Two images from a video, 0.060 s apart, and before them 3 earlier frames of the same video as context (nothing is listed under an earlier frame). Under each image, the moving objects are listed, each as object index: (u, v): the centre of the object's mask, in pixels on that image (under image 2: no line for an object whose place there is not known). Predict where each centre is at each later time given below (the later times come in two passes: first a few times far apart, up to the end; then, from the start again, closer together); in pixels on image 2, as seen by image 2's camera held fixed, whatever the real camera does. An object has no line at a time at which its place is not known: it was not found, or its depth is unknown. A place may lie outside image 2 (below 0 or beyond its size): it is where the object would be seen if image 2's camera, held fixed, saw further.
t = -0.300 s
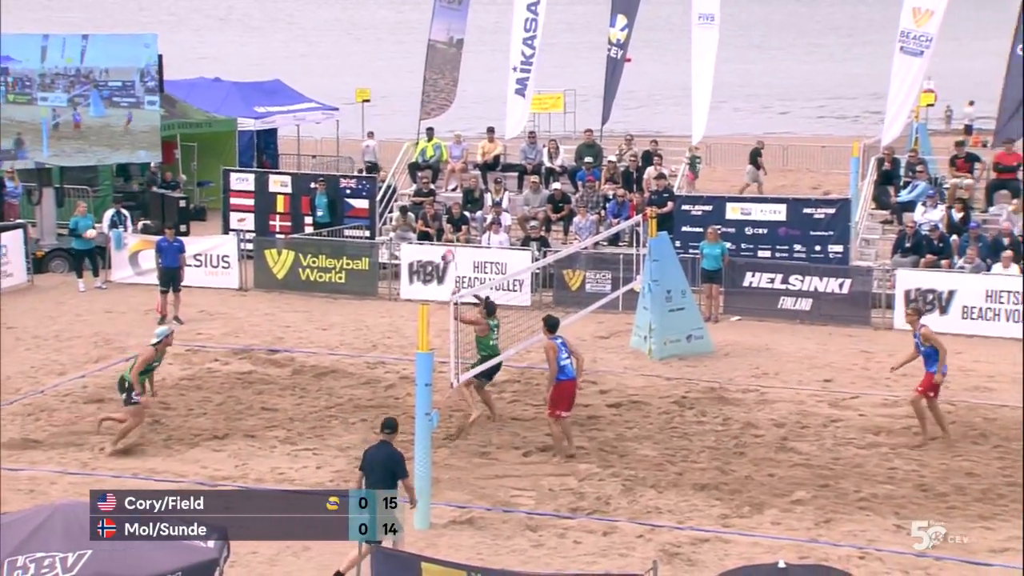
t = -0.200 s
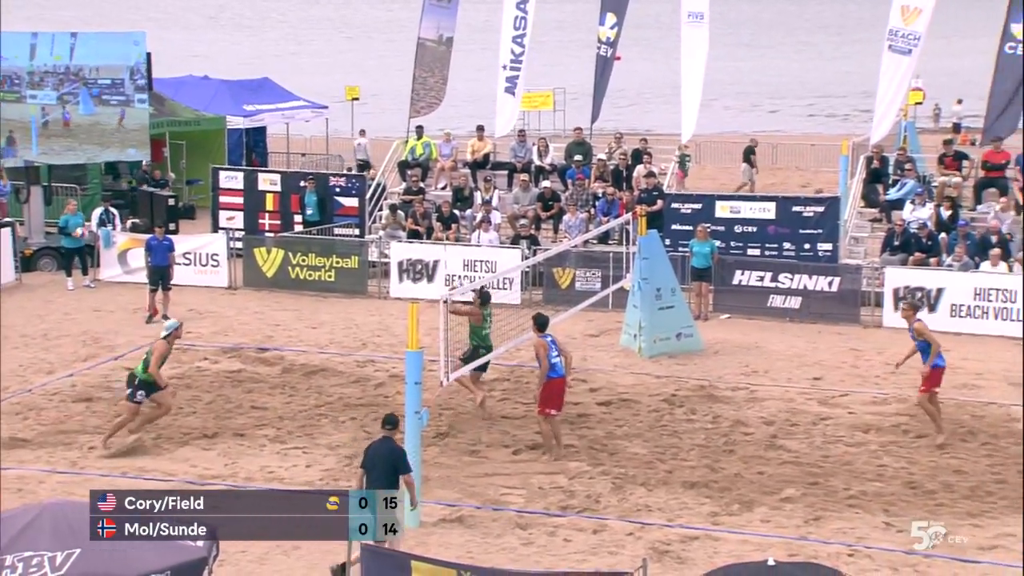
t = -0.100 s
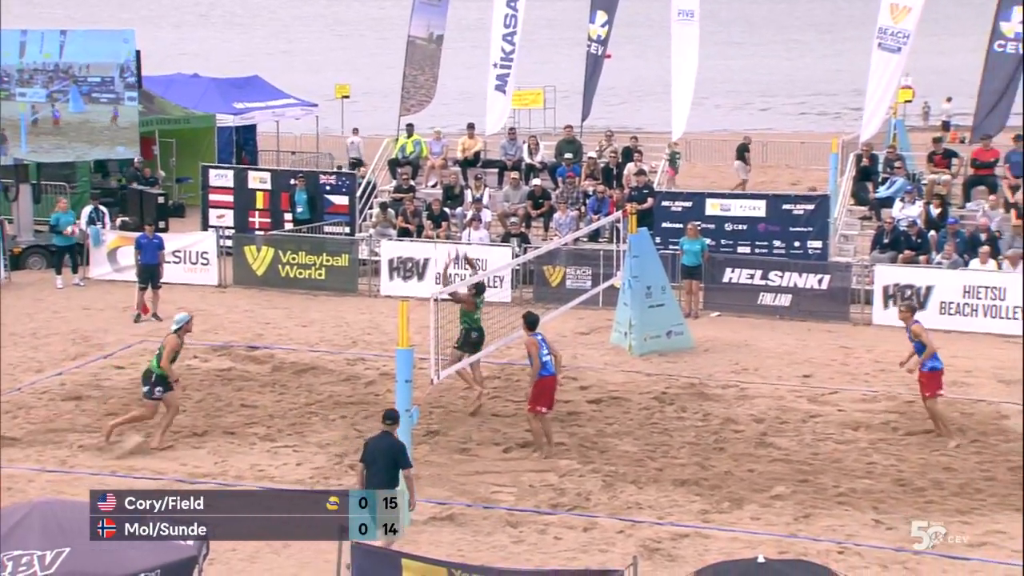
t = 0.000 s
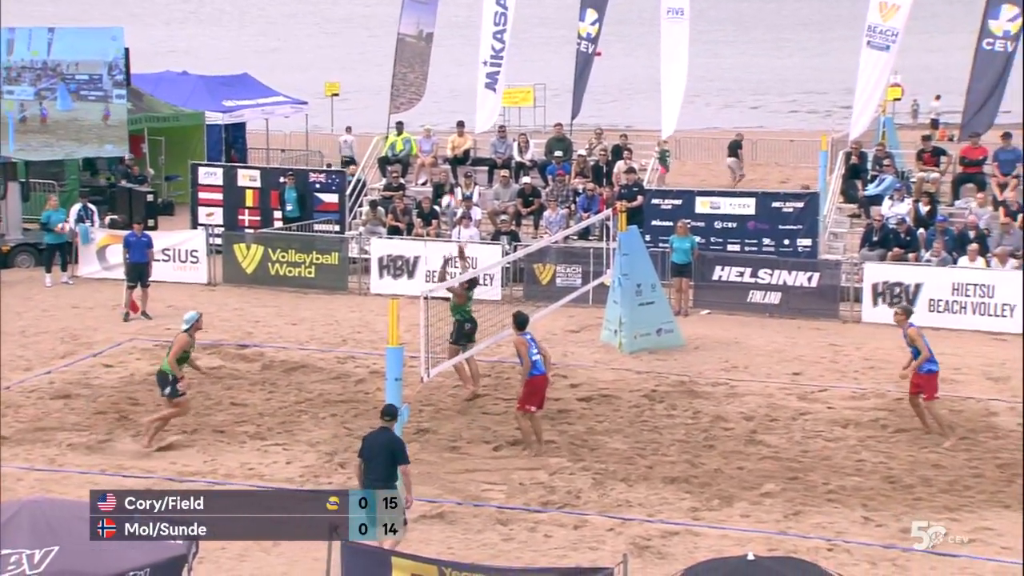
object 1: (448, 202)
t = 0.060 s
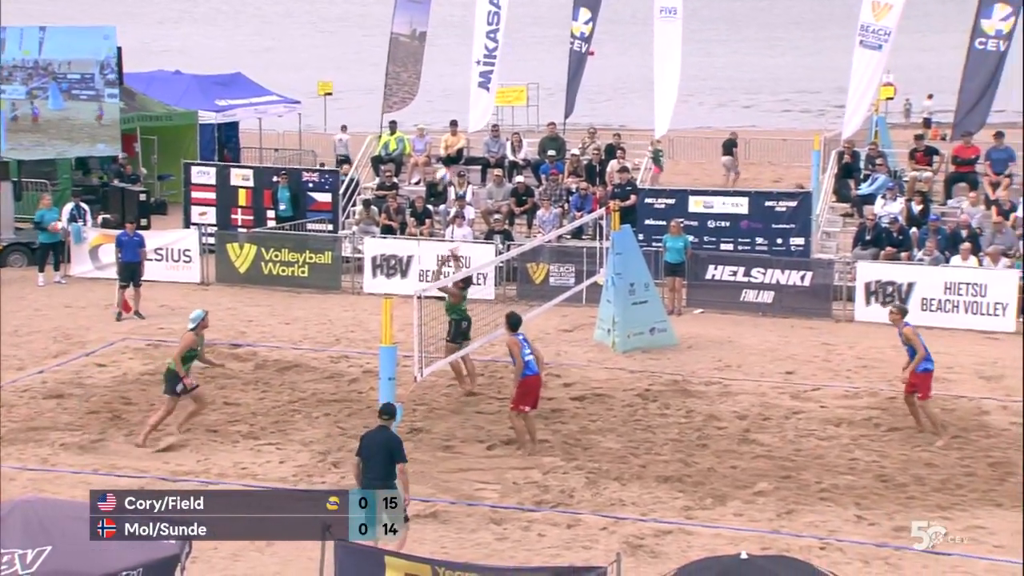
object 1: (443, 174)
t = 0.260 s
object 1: (447, 104)
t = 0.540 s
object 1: (454, 57)
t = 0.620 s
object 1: (456, 54)
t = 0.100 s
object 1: (444, 159)
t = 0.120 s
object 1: (444, 150)
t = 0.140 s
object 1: (444, 143)
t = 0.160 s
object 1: (445, 136)
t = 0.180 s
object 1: (445, 129)
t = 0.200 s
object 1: (447, 123)
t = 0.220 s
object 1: (448, 117)
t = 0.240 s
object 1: (448, 111)
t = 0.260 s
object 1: (447, 104)
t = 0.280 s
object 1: (448, 99)
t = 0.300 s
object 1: (449, 94)
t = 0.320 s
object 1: (449, 90)
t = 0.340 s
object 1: (449, 85)
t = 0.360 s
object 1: (450, 81)
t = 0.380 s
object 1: (450, 77)
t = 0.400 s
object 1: (451, 74)
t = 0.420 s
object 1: (451, 70)
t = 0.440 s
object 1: (451, 67)
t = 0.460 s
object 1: (452, 65)
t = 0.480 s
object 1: (453, 63)
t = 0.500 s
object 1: (453, 60)
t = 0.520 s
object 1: (454, 59)
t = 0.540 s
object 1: (454, 57)
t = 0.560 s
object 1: (455, 56)
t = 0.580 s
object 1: (455, 55)
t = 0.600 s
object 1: (455, 55)
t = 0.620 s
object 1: (456, 54)
